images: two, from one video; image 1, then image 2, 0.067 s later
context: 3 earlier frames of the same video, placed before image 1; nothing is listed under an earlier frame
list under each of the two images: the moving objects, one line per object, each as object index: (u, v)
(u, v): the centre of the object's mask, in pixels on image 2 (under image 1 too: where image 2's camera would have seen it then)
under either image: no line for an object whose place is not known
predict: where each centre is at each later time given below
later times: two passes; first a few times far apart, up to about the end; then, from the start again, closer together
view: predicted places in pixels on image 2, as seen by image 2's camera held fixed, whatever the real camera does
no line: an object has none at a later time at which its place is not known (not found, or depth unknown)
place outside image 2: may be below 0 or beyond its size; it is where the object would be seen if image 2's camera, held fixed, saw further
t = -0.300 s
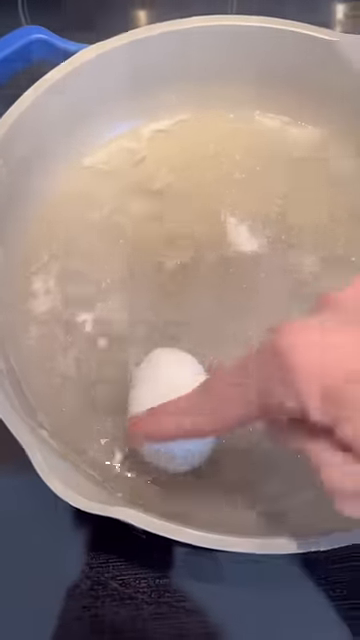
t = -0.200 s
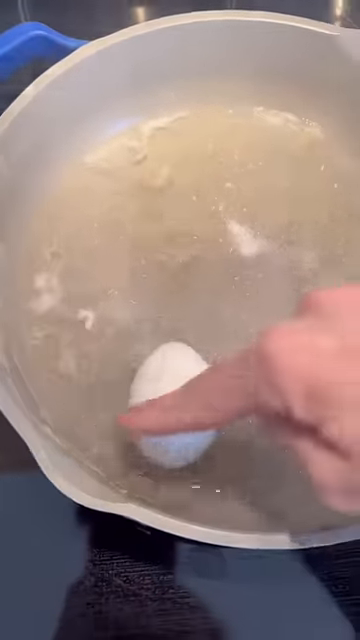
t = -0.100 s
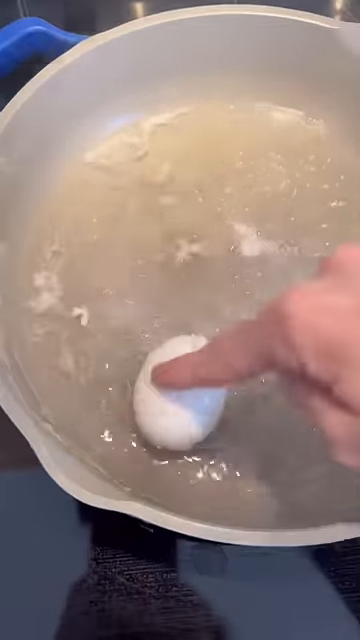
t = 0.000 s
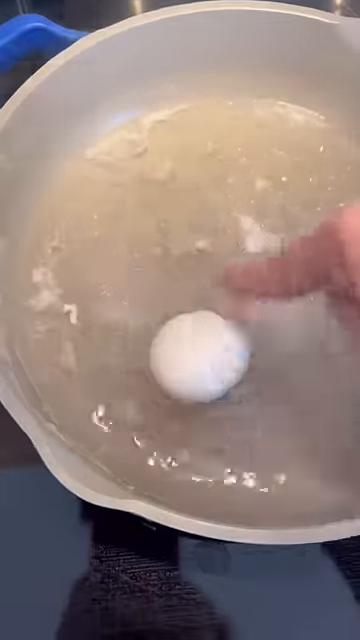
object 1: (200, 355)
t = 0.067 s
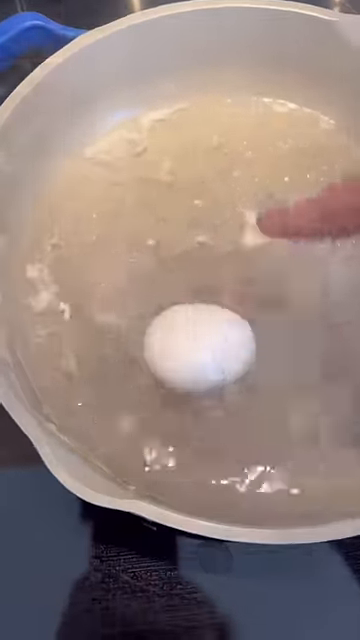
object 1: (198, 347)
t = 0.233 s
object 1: (189, 362)
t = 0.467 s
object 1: (188, 382)
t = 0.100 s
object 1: (197, 346)
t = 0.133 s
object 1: (195, 348)
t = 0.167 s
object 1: (192, 351)
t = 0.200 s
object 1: (190, 356)
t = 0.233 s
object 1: (189, 362)
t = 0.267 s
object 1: (190, 368)
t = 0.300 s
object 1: (189, 374)
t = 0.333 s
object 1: (190, 378)
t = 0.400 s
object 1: (190, 383)
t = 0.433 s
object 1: (189, 382)
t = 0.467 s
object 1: (188, 382)
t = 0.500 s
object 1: (187, 379)
